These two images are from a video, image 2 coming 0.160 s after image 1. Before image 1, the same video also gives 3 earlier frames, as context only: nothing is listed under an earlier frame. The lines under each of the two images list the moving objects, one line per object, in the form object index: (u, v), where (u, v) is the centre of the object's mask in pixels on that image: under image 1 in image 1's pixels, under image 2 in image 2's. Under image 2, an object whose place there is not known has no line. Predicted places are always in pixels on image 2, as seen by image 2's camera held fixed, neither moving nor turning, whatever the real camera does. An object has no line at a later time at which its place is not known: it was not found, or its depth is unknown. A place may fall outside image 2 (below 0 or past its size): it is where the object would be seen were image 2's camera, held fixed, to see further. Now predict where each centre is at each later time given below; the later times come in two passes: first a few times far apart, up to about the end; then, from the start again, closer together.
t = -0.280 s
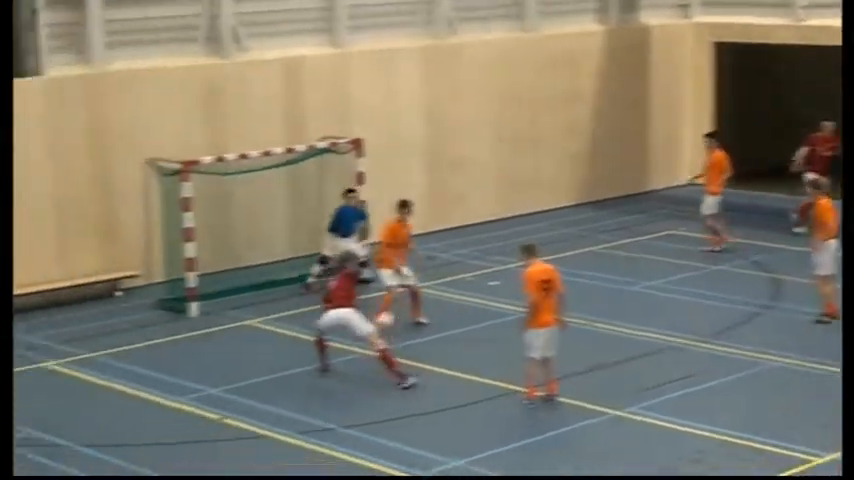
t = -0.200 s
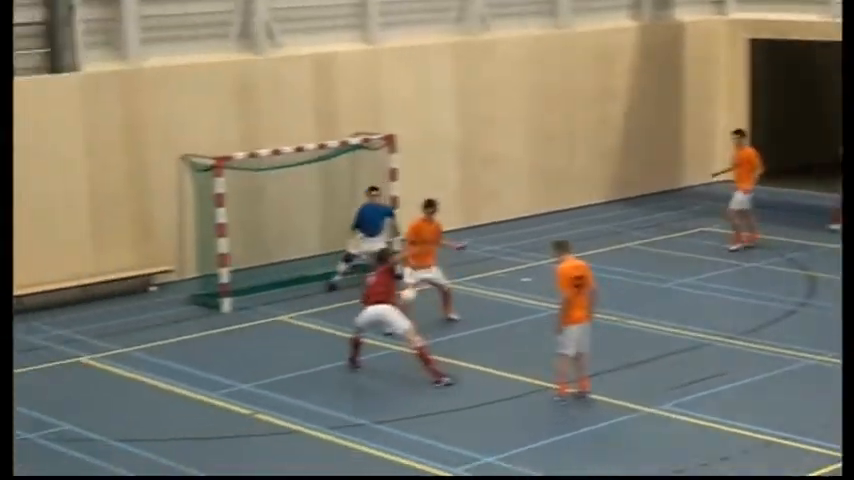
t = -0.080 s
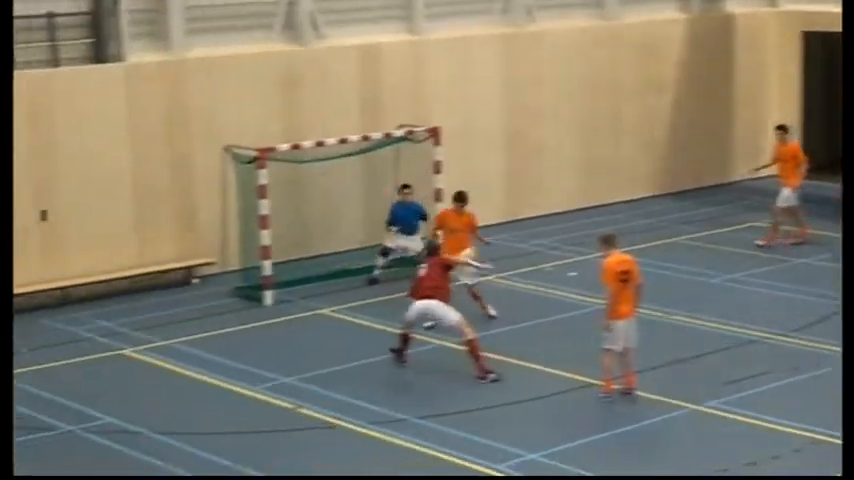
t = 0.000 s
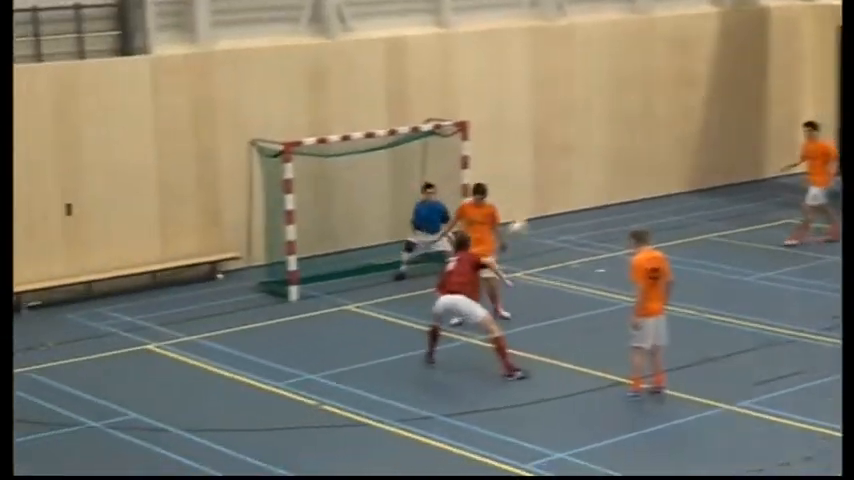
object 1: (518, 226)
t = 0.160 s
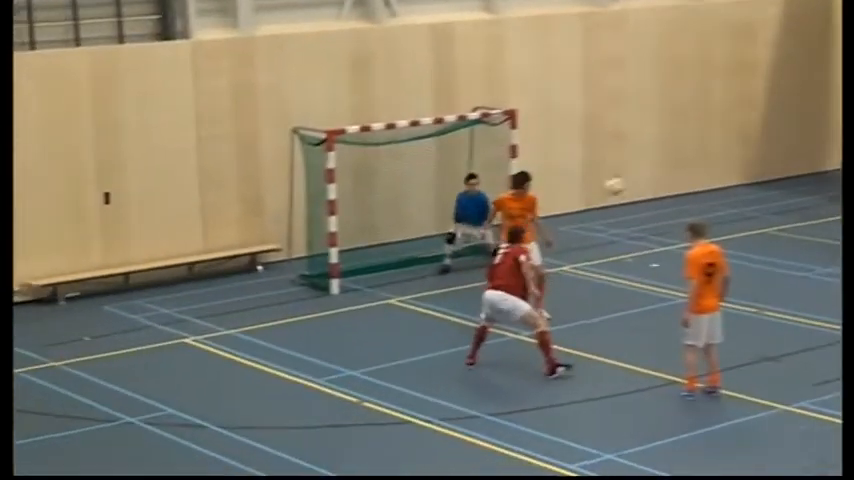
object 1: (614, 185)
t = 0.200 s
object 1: (626, 182)
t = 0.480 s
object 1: (703, 184)
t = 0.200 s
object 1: (626, 182)
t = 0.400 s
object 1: (683, 178)
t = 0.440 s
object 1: (694, 181)
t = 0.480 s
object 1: (703, 184)
